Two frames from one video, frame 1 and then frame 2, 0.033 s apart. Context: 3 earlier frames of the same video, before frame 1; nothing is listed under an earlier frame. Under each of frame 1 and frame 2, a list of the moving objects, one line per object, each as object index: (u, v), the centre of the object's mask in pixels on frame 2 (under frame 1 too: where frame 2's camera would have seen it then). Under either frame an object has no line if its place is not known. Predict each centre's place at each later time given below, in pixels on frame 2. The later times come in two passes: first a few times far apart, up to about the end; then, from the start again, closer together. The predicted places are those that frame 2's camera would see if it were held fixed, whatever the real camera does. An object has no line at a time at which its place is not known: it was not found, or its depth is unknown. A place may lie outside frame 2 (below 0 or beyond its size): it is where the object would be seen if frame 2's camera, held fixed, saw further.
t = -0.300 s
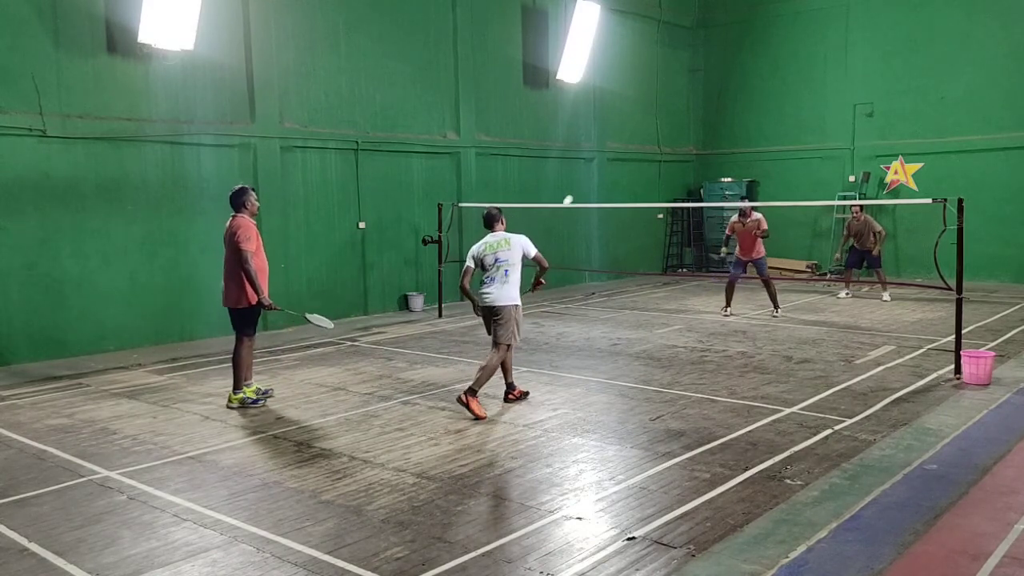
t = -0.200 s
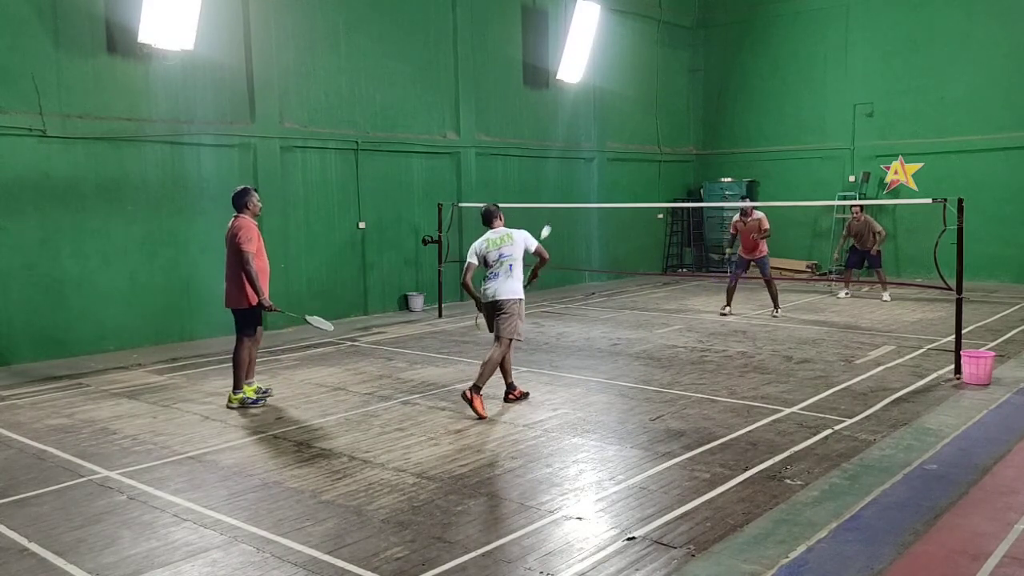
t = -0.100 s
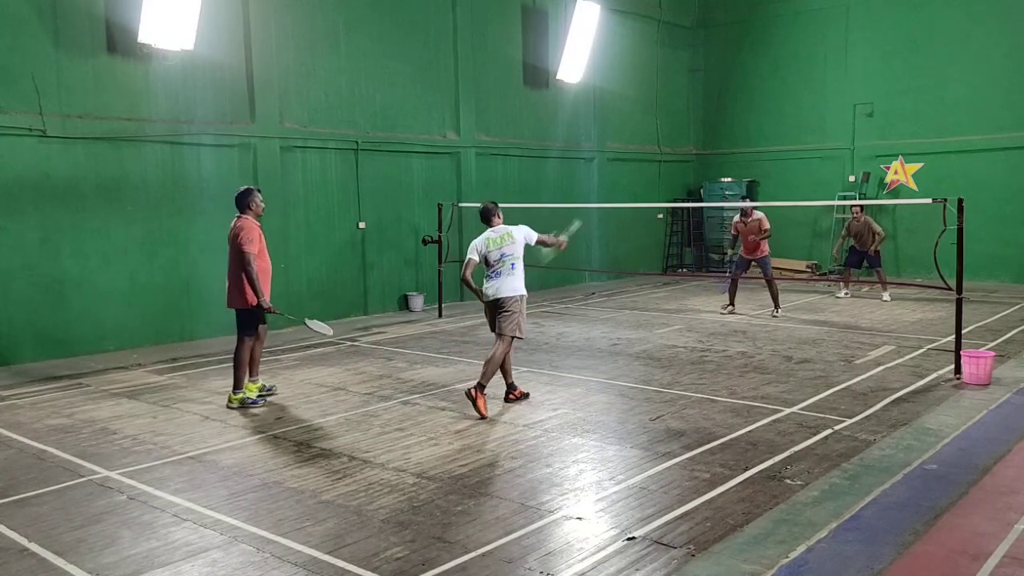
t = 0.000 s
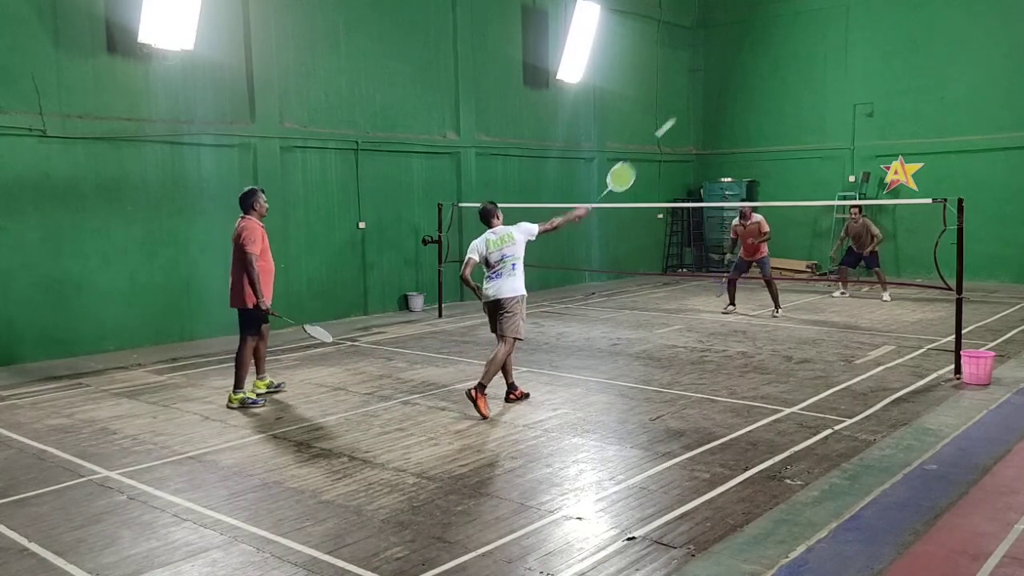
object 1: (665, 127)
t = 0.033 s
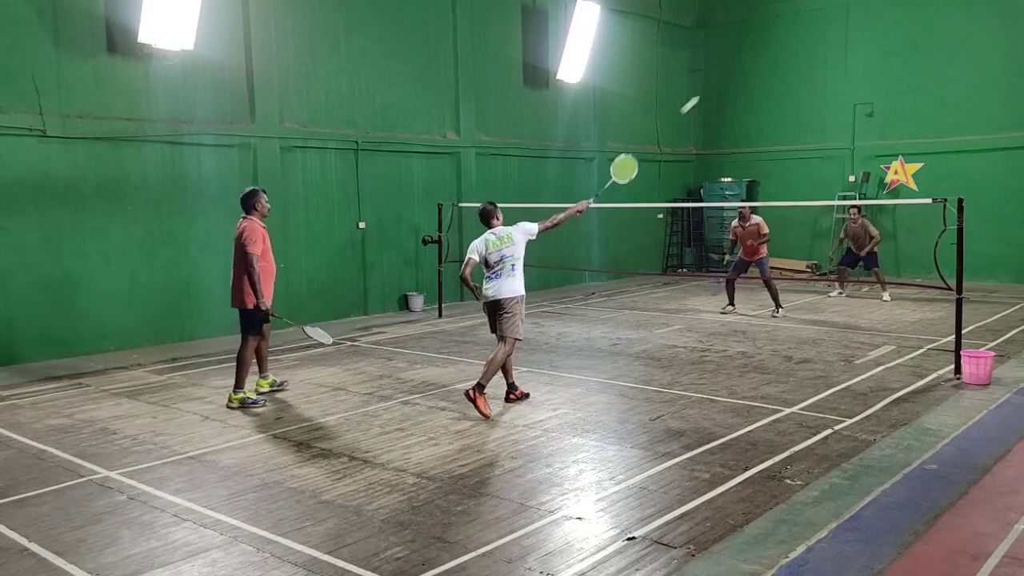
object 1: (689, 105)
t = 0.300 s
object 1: (807, 20)
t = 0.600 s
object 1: (875, 26)
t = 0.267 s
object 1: (796, 25)
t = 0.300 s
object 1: (807, 20)
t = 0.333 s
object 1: (816, 17)
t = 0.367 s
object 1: (825, 16)
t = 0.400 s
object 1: (834, 15)
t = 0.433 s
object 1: (842, 15)
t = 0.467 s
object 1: (849, 15)
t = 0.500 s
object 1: (856, 17)
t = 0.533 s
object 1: (863, 19)
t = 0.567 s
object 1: (869, 22)
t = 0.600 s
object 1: (875, 26)
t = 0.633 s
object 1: (880, 30)
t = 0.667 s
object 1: (886, 35)
